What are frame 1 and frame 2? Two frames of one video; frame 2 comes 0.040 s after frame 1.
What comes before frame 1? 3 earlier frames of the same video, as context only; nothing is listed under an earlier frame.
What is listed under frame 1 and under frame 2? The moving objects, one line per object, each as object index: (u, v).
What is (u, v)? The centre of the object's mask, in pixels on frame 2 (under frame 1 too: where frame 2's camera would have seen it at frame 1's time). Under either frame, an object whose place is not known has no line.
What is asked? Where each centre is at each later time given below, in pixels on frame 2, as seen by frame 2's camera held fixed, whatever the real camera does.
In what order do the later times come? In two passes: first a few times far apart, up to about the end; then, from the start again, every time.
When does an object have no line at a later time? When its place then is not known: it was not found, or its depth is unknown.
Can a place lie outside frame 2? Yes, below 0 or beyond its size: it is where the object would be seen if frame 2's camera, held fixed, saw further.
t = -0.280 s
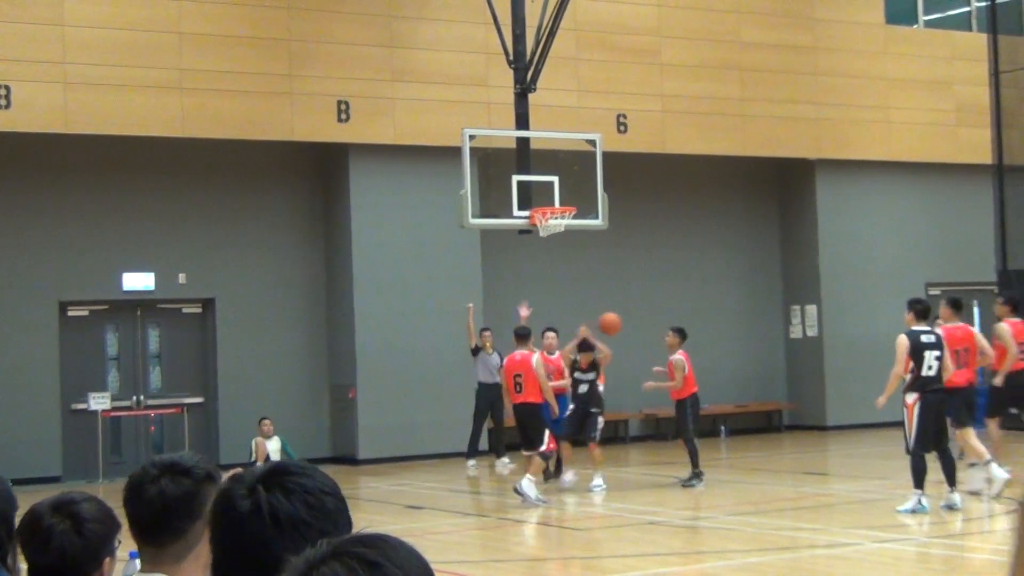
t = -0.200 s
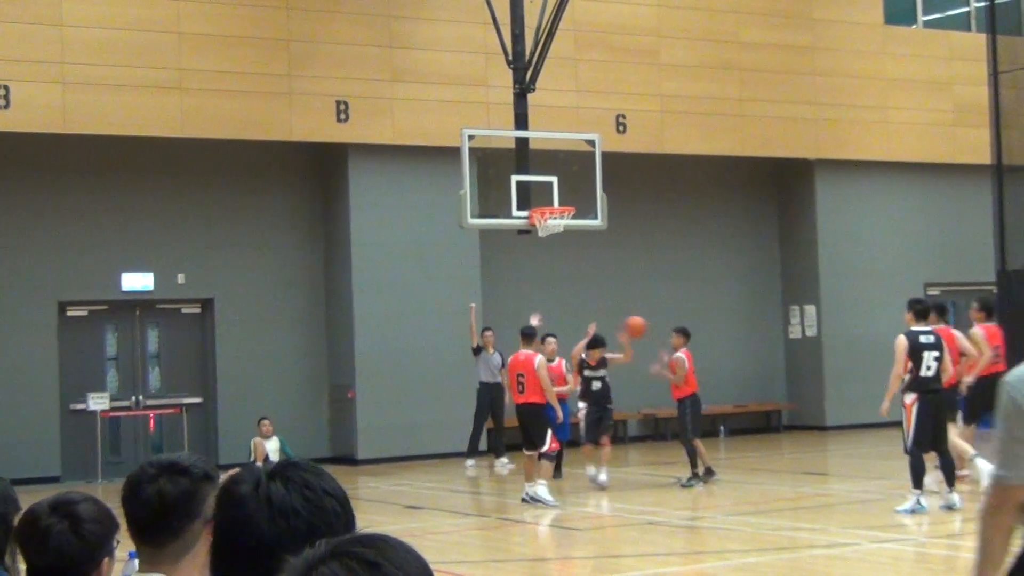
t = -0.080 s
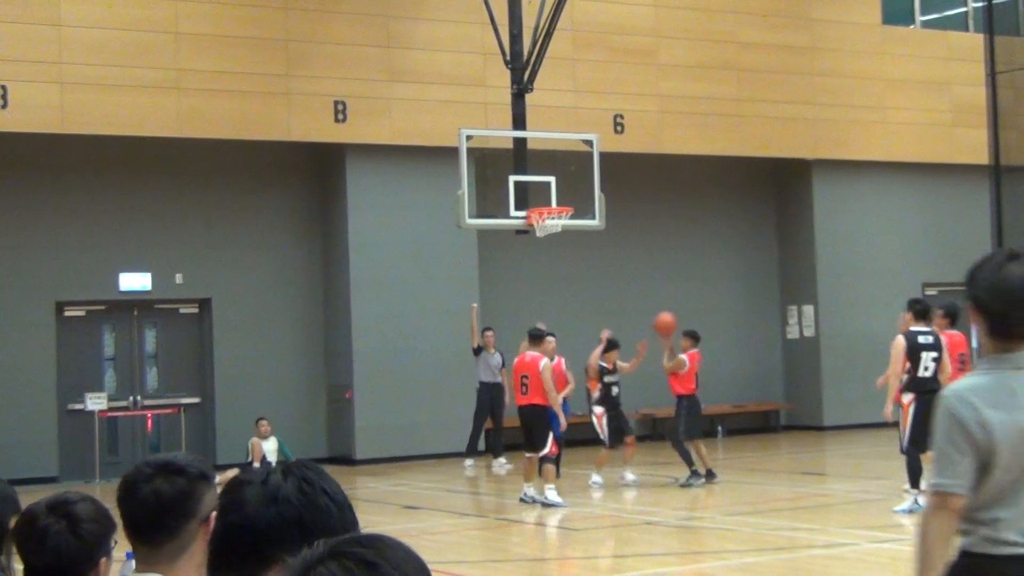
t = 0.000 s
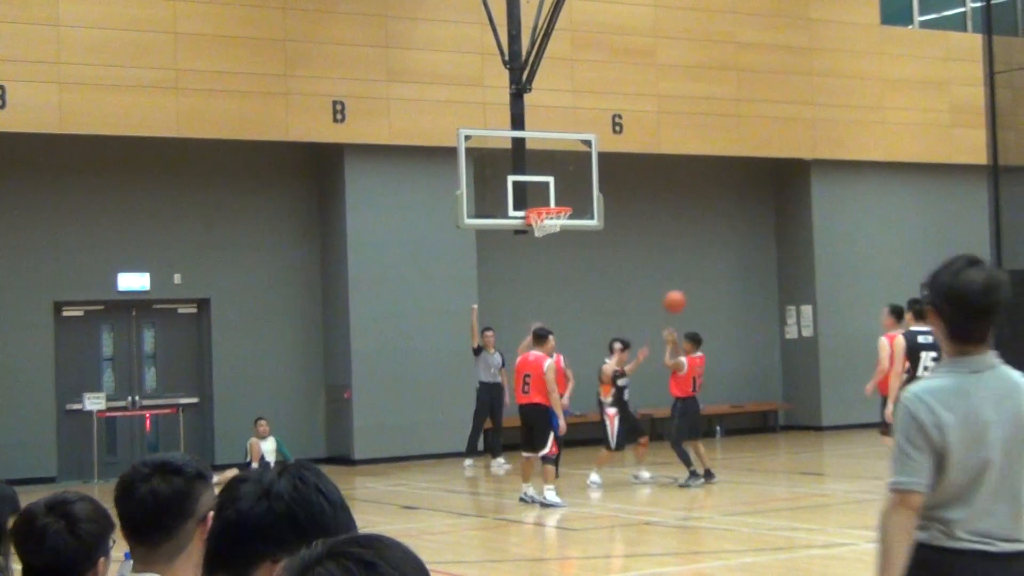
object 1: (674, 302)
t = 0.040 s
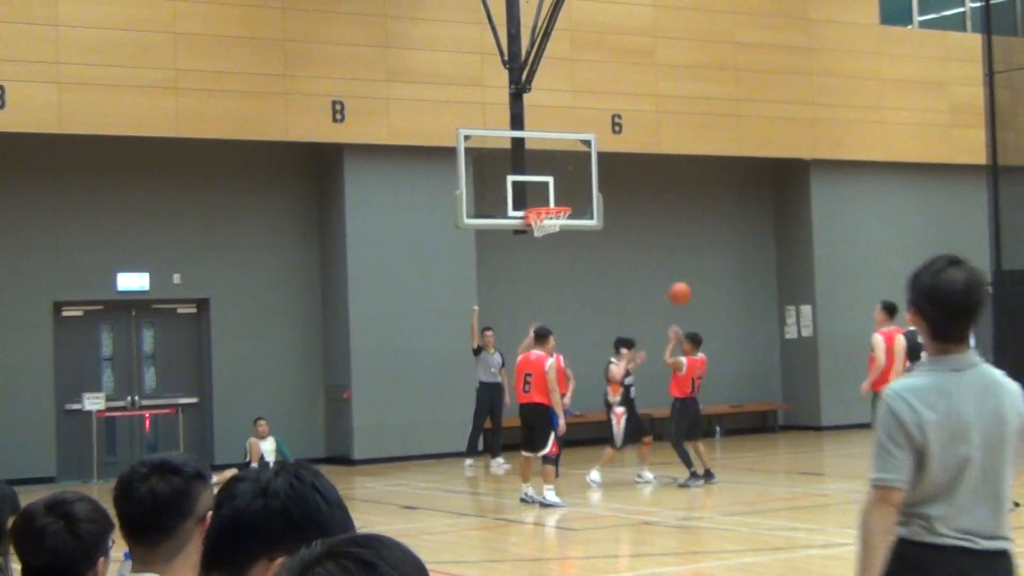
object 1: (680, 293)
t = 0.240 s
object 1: (707, 272)
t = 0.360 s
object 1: (724, 277)
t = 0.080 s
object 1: (685, 286)
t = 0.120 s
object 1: (691, 281)
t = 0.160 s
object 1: (696, 276)
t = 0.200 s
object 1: (702, 274)
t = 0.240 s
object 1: (707, 272)
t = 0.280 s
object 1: (713, 272)
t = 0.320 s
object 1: (719, 274)
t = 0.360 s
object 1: (724, 277)
